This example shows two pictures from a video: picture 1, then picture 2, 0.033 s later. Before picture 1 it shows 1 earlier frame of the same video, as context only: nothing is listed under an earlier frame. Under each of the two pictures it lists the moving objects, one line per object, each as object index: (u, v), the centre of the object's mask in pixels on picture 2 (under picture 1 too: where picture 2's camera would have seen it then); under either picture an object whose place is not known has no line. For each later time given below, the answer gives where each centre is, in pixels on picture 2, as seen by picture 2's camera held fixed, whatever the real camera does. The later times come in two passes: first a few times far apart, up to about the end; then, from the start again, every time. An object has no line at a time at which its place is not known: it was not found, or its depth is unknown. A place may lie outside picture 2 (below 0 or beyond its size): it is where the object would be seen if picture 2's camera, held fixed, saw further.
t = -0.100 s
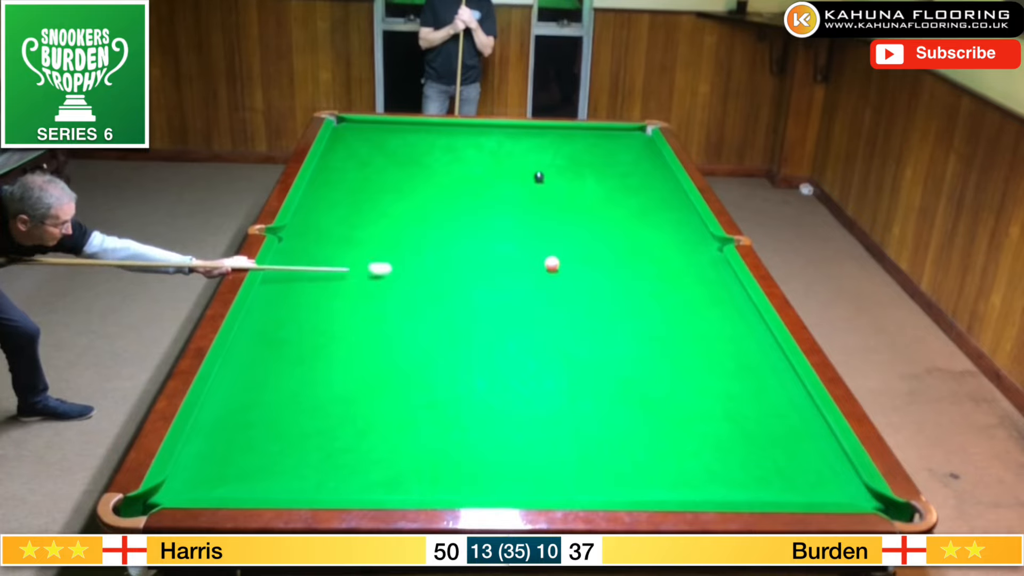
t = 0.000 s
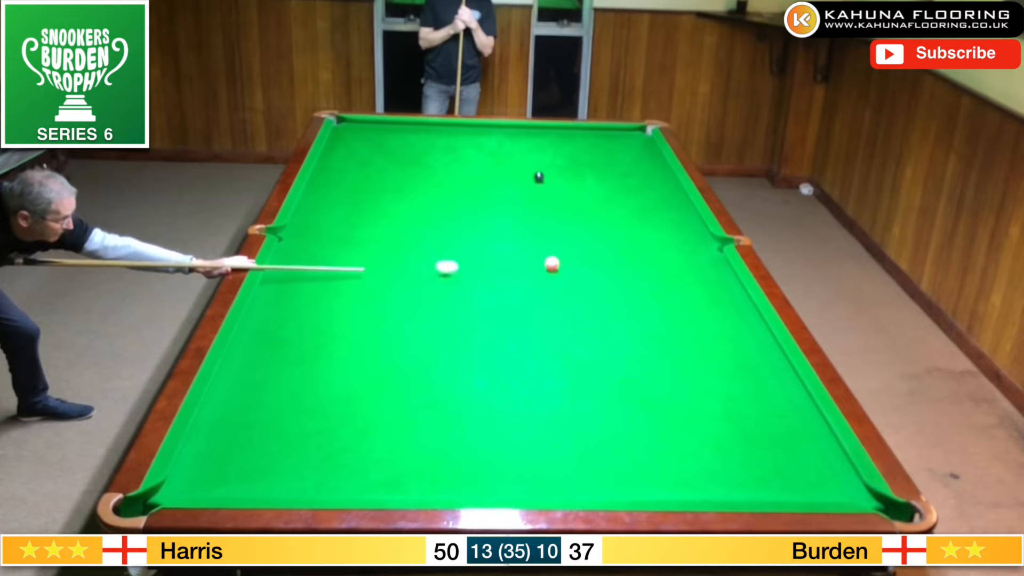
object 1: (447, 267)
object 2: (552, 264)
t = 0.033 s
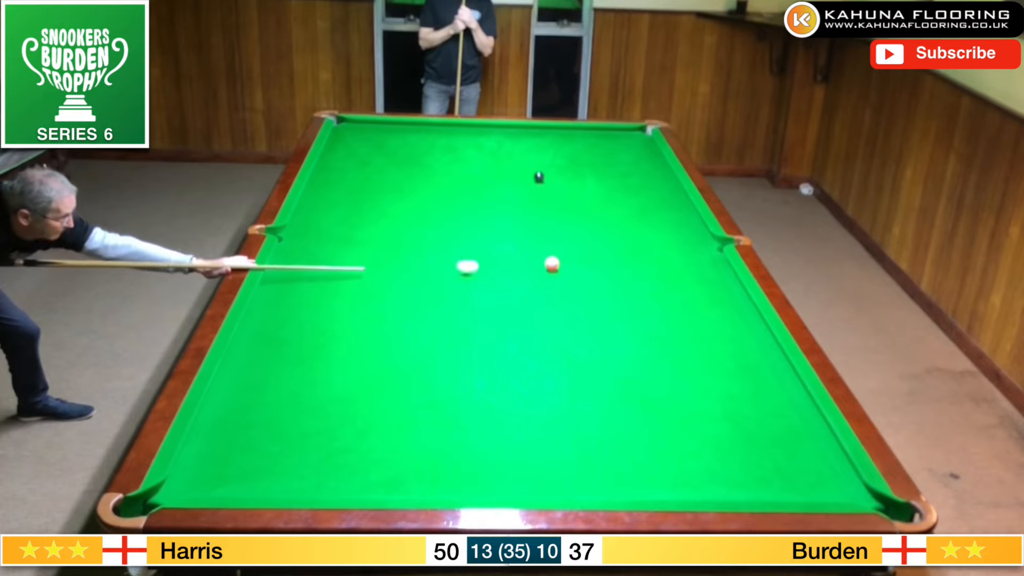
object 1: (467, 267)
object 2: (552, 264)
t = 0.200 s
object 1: (543, 267)
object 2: (569, 261)
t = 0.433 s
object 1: (579, 276)
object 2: (650, 250)
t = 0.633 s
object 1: (618, 283)
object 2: (706, 242)
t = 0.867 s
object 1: (664, 290)
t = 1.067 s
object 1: (702, 297)
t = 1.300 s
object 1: (747, 304)
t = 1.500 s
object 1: (729, 308)
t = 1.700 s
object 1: (710, 311)
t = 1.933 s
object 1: (690, 315)
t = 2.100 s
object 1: (677, 318)
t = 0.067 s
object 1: (487, 266)
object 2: (552, 264)
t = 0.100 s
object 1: (506, 266)
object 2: (552, 264)
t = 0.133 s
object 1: (524, 265)
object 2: (552, 264)
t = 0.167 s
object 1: (539, 265)
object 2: (555, 263)
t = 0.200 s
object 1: (543, 267)
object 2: (569, 261)
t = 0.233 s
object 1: (546, 269)
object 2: (583, 259)
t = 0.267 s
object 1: (550, 270)
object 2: (596, 257)
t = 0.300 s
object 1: (555, 271)
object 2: (608, 256)
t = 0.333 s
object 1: (560, 273)
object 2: (620, 254)
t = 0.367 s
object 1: (566, 274)
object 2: (630, 252)
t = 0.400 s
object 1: (573, 275)
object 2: (641, 251)
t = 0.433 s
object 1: (579, 276)
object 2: (650, 250)
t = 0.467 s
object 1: (585, 277)
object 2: (660, 248)
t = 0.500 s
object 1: (592, 278)
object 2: (669, 247)
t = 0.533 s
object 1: (599, 279)
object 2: (678, 246)
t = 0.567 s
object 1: (605, 280)
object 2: (687, 245)
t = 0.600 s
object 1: (612, 282)
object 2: (696, 243)
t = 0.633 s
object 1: (618, 283)
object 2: (706, 242)
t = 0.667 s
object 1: (625, 284)
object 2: (715, 241)
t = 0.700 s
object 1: (631, 285)
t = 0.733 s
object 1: (638, 286)
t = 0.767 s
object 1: (644, 287)
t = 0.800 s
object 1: (651, 288)
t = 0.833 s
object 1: (658, 289)
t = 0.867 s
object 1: (664, 290)
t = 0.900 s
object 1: (670, 292)
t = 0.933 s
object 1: (677, 293)
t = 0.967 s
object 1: (683, 294)
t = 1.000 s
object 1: (690, 295)
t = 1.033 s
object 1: (696, 296)
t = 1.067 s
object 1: (702, 297)
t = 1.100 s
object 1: (709, 298)
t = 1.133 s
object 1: (715, 299)
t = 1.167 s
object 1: (722, 300)
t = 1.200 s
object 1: (728, 301)
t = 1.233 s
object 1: (734, 302)
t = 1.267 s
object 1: (740, 303)
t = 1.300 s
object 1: (747, 304)
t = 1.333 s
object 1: (745, 305)
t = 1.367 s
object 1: (741, 306)
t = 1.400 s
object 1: (738, 306)
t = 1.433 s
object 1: (735, 307)
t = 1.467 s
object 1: (732, 307)
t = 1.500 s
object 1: (729, 308)
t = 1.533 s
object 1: (726, 309)
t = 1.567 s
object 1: (723, 309)
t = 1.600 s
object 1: (719, 310)
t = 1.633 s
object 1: (716, 310)
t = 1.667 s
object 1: (713, 311)
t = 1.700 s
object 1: (710, 311)
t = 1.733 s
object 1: (708, 312)
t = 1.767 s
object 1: (705, 312)
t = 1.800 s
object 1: (702, 313)
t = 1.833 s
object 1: (699, 314)
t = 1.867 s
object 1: (696, 314)
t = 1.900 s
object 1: (693, 315)
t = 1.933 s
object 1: (690, 315)
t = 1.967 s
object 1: (688, 316)
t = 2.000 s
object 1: (685, 316)
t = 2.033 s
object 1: (682, 317)
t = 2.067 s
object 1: (680, 317)
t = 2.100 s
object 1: (677, 318)
